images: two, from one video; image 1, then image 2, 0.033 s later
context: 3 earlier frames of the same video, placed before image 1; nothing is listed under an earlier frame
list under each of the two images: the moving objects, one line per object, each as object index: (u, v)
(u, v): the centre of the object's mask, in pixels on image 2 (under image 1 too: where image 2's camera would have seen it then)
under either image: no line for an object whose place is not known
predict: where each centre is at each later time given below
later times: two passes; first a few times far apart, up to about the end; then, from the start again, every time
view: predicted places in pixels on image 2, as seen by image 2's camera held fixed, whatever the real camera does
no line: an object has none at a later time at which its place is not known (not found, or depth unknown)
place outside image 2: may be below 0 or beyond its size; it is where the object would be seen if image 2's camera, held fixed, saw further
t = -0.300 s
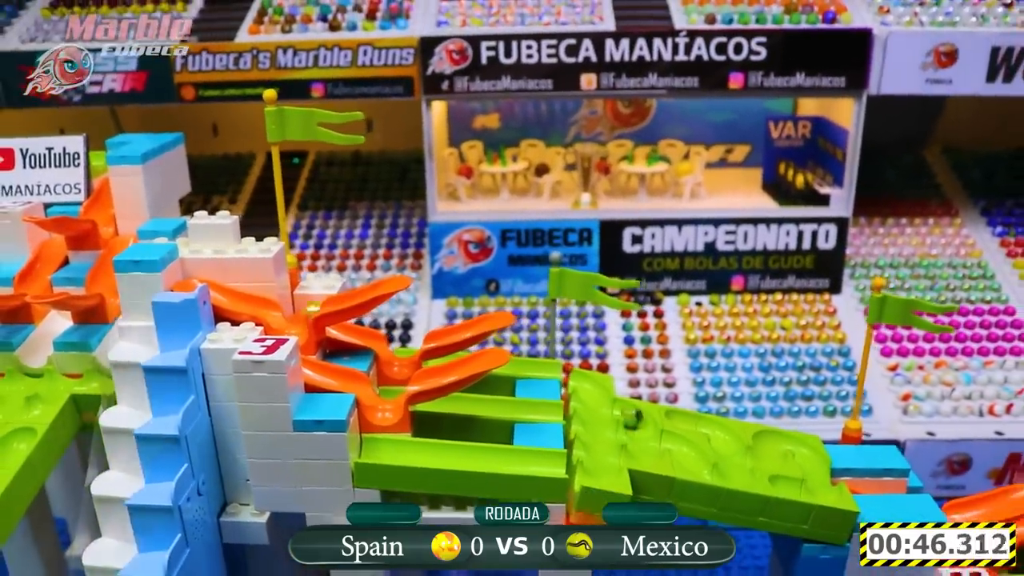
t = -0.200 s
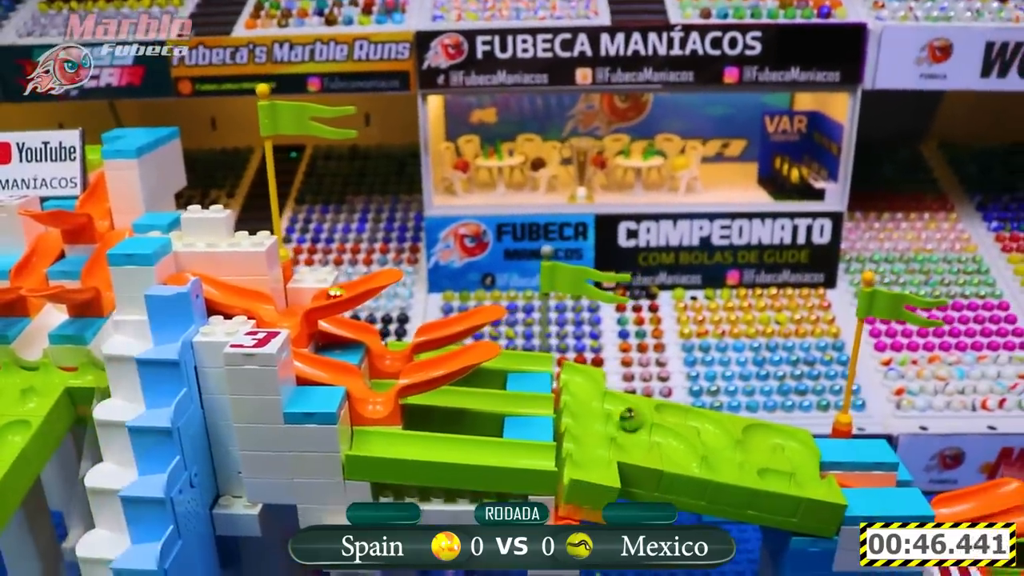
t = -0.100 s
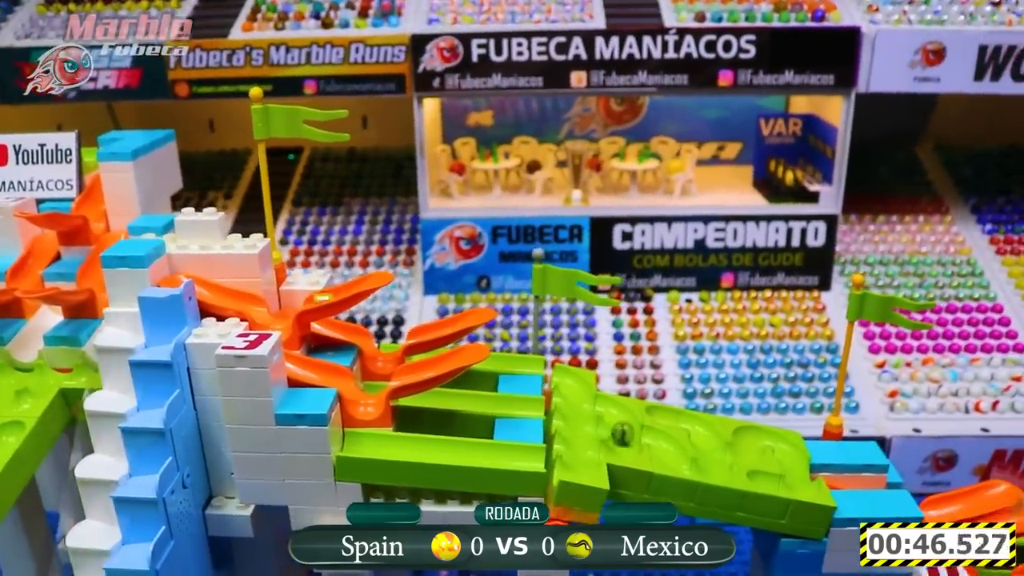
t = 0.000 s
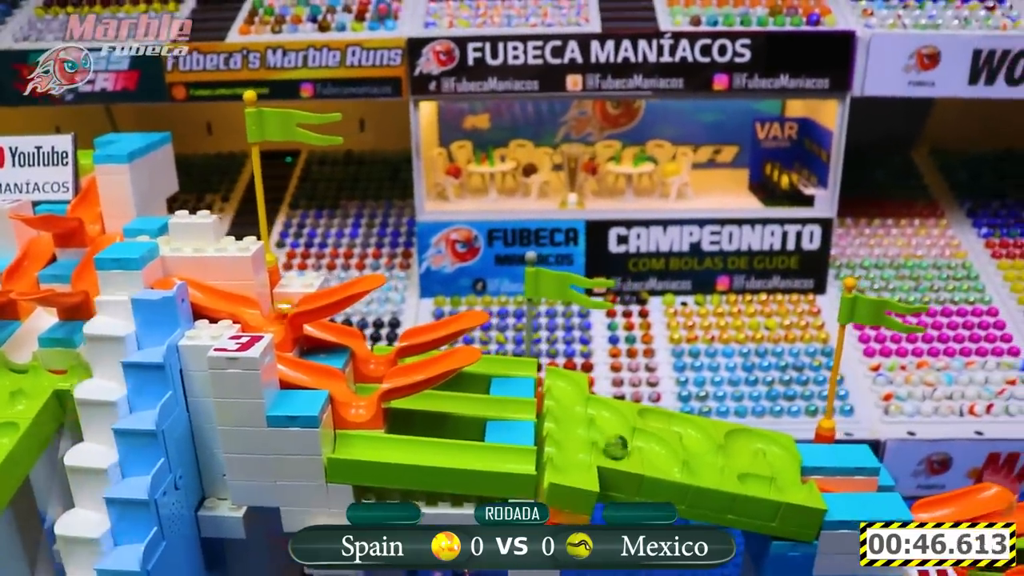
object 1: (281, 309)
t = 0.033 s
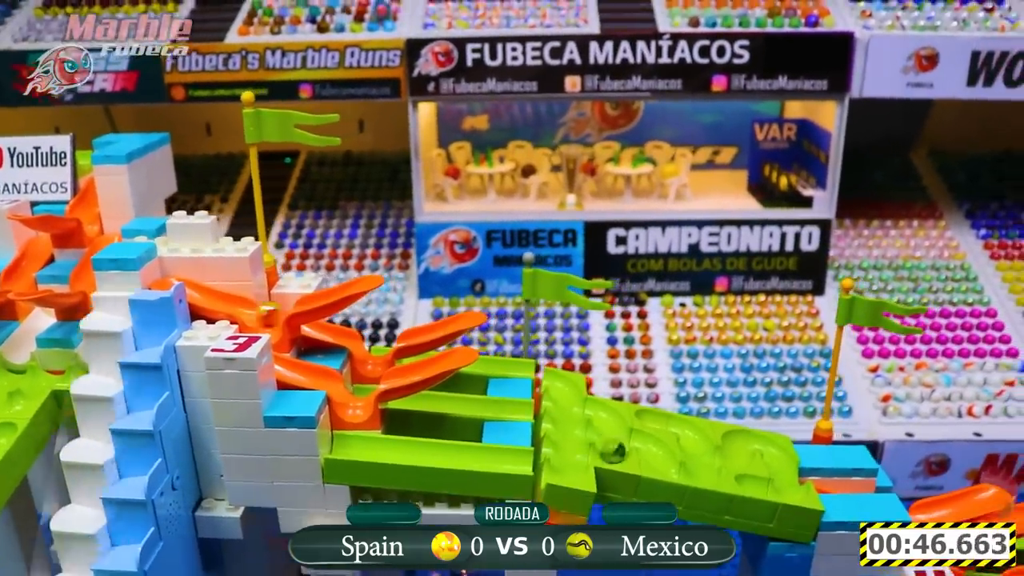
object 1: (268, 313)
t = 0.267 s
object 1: (219, 301)
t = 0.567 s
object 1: (308, 300)
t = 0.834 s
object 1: (249, 313)
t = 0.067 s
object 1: (253, 313)
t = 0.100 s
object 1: (239, 305)
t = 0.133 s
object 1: (229, 304)
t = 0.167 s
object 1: (221, 301)
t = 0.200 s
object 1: (217, 299)
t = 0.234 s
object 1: (216, 300)
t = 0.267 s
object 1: (219, 301)
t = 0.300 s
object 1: (225, 302)
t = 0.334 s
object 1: (235, 305)
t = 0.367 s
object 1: (247, 313)
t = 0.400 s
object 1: (261, 313)
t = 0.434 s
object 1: (275, 312)
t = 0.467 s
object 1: (287, 304)
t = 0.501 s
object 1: (297, 304)
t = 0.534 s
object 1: (303, 302)
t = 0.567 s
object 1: (308, 300)
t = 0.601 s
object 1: (311, 300)
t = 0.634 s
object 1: (310, 299)
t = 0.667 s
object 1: (304, 302)
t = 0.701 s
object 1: (297, 303)
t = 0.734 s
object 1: (285, 307)
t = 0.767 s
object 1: (271, 315)
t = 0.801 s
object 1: (260, 316)
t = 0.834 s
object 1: (249, 313)
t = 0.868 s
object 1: (237, 306)
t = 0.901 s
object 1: (230, 303)
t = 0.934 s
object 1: (222, 301)
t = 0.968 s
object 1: (220, 302)
